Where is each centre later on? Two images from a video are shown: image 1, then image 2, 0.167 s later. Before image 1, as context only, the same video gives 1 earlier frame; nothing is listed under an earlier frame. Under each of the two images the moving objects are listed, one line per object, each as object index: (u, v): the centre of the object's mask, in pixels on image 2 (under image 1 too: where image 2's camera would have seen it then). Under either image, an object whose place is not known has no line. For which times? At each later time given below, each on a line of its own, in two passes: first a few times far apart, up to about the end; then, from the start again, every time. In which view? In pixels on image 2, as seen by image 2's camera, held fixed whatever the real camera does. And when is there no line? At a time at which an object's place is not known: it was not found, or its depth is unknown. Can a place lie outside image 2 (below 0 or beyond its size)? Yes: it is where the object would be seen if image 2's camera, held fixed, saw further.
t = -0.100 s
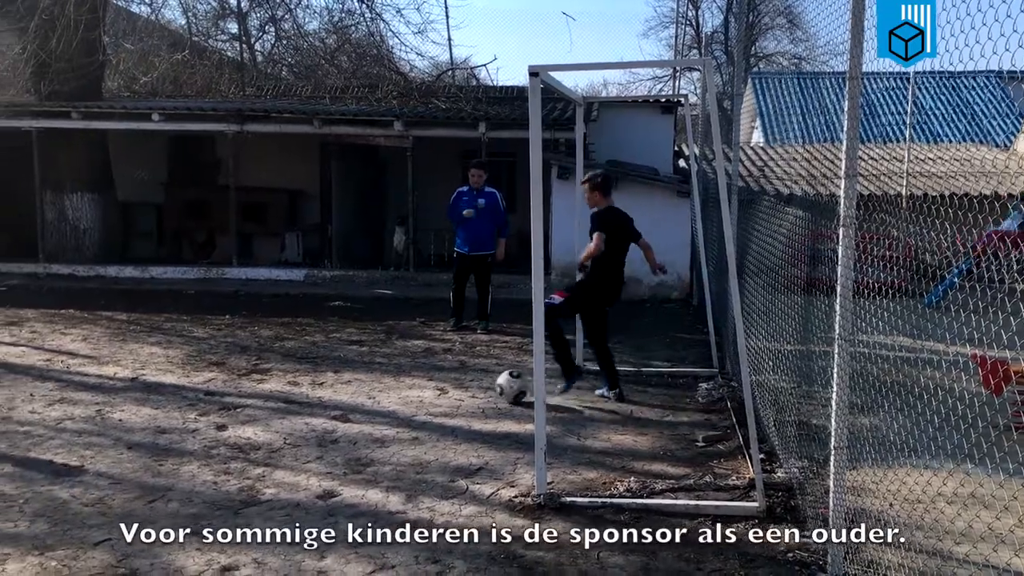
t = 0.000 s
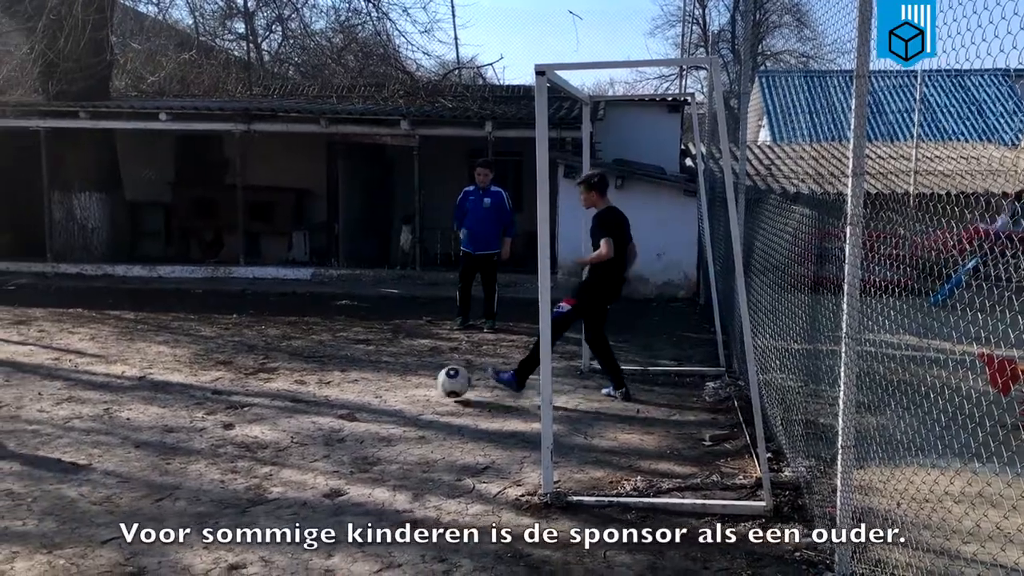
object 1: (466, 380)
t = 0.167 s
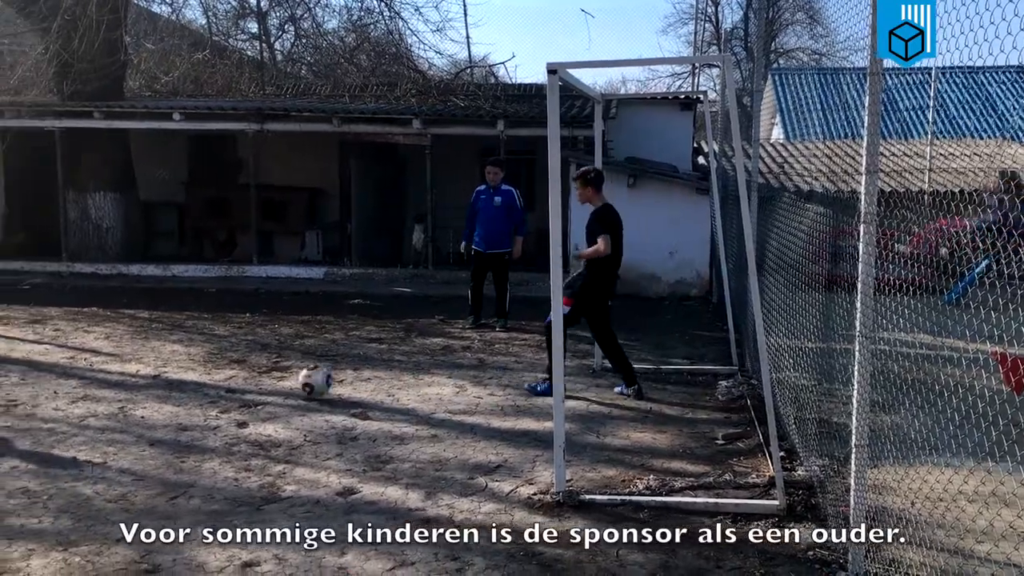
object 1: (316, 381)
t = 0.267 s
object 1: (235, 383)
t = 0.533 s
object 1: (76, 383)
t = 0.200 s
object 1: (290, 378)
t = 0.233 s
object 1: (262, 381)
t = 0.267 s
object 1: (235, 383)
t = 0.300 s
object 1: (216, 380)
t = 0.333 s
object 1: (195, 380)
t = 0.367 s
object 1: (175, 380)
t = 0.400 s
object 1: (154, 383)
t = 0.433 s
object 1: (134, 383)
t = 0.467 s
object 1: (114, 381)
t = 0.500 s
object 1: (95, 381)
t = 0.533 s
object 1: (76, 383)
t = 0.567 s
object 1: (56, 383)
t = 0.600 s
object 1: (36, 383)
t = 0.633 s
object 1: (16, 383)
